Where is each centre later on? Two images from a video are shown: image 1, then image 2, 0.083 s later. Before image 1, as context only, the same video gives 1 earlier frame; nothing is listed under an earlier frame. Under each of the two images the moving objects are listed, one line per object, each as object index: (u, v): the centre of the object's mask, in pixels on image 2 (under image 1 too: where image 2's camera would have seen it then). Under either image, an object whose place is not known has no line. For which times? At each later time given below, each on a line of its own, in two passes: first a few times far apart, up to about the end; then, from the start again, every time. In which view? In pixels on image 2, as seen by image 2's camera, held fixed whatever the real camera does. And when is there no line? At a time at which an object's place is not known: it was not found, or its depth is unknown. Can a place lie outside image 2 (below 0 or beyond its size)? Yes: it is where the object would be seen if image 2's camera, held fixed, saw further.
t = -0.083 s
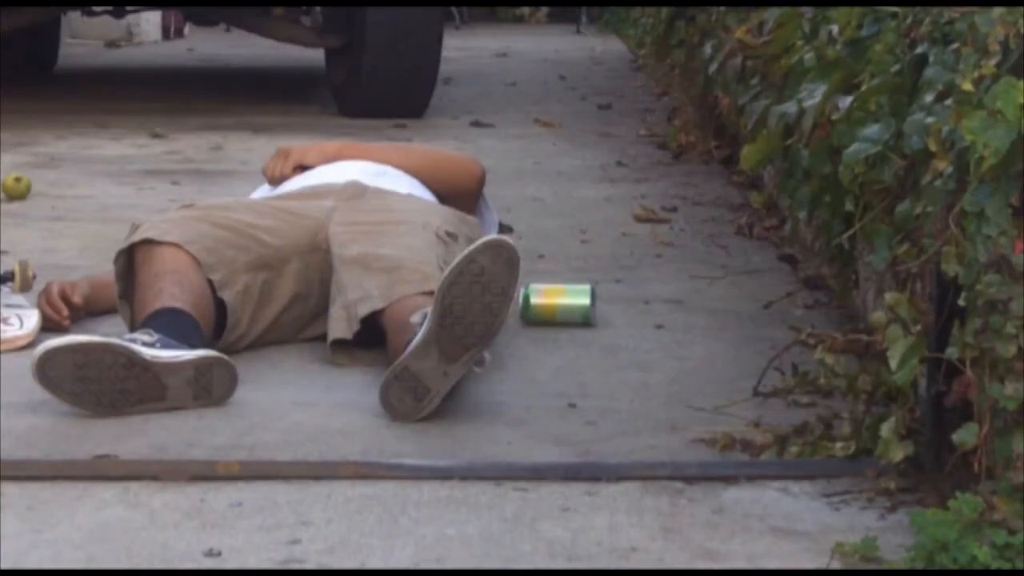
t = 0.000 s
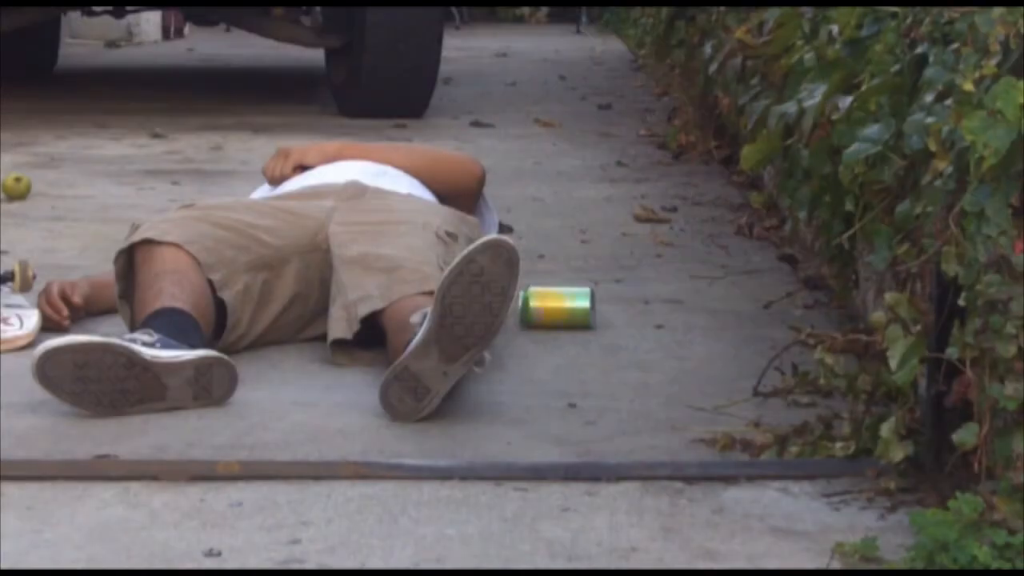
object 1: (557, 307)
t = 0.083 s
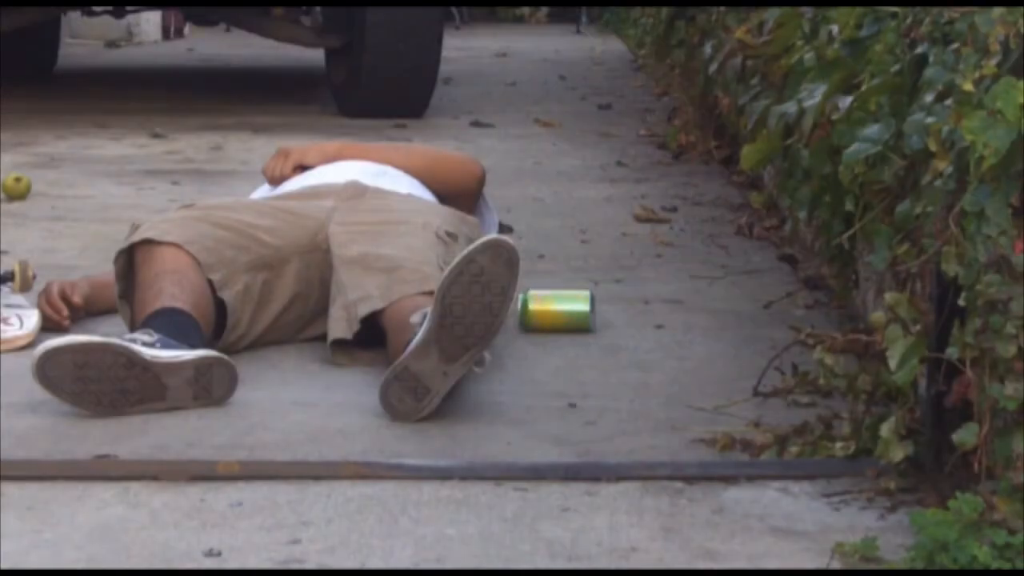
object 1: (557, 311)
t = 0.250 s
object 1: (556, 317)
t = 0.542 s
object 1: (555, 329)
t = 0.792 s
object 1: (555, 338)
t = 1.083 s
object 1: (554, 350)
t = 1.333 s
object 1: (553, 362)
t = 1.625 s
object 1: (552, 378)
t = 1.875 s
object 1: (551, 390)
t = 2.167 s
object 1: (551, 405)
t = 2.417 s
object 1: (551, 419)
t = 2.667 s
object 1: (551, 433)
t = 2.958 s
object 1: (549, 435)
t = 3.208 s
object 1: (547, 433)
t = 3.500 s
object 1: (547, 433)
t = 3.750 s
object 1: (549, 435)
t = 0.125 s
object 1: (557, 312)
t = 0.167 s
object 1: (556, 314)
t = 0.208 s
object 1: (556, 316)
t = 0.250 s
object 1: (556, 317)
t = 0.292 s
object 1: (556, 319)
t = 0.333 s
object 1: (555, 321)
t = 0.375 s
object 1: (556, 322)
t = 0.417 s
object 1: (556, 324)
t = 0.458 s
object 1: (556, 326)
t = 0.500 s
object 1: (555, 328)
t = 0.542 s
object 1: (555, 329)
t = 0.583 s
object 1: (555, 330)
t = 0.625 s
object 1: (555, 332)
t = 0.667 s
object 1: (555, 333)
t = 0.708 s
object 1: (555, 335)
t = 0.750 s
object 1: (554, 337)
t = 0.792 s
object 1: (555, 338)
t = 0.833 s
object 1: (554, 340)
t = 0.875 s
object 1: (554, 342)
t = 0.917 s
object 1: (554, 343)
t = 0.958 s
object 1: (554, 345)
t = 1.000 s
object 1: (554, 347)
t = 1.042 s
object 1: (553, 348)
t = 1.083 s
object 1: (554, 350)
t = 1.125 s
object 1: (554, 352)
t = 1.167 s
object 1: (553, 354)
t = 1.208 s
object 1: (553, 356)
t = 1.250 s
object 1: (553, 358)
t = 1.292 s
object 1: (553, 360)
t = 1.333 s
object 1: (553, 362)
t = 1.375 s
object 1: (553, 364)
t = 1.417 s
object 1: (553, 367)
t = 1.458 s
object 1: (553, 369)
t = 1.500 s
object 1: (552, 371)
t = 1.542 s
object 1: (552, 373)
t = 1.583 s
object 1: (552, 375)
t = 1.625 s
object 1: (552, 378)
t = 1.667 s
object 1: (552, 380)
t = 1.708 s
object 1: (552, 382)
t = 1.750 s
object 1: (552, 384)
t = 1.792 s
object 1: (552, 386)
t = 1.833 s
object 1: (551, 388)
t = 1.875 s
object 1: (551, 390)
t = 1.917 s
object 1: (551, 392)
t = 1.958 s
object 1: (551, 395)
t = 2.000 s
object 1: (551, 396)
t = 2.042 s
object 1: (551, 399)
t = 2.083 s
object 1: (551, 400)
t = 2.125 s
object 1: (551, 403)
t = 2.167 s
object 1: (551, 405)
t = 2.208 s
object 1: (550, 407)
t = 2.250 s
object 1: (550, 410)
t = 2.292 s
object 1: (550, 412)
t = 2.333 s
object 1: (550, 415)
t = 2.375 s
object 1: (550, 417)
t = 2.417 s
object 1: (551, 419)
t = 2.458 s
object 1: (551, 422)
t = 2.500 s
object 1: (551, 425)
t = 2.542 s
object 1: (551, 427)
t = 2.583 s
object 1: (551, 430)
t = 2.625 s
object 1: (551, 431)
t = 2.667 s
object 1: (551, 433)
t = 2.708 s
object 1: (552, 435)
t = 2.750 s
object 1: (552, 436)
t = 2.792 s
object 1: (552, 436)
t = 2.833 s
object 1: (552, 436)
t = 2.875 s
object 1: (551, 436)
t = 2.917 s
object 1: (550, 436)
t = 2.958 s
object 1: (549, 435)
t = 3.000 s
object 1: (549, 435)
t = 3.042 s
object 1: (548, 434)
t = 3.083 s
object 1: (548, 434)
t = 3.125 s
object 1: (547, 433)
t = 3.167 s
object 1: (547, 433)
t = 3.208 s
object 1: (547, 433)
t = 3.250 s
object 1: (547, 433)
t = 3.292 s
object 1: (547, 433)
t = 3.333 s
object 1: (547, 433)
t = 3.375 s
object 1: (547, 433)
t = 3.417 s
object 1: (547, 432)
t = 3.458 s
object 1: (547, 433)
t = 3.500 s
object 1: (547, 433)
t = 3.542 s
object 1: (548, 433)
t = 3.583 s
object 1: (548, 433)
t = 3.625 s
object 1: (548, 434)
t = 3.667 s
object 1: (548, 434)
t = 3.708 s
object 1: (549, 435)
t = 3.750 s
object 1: (549, 435)
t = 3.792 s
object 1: (549, 435)
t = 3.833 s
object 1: (550, 436)
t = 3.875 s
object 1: (551, 437)
